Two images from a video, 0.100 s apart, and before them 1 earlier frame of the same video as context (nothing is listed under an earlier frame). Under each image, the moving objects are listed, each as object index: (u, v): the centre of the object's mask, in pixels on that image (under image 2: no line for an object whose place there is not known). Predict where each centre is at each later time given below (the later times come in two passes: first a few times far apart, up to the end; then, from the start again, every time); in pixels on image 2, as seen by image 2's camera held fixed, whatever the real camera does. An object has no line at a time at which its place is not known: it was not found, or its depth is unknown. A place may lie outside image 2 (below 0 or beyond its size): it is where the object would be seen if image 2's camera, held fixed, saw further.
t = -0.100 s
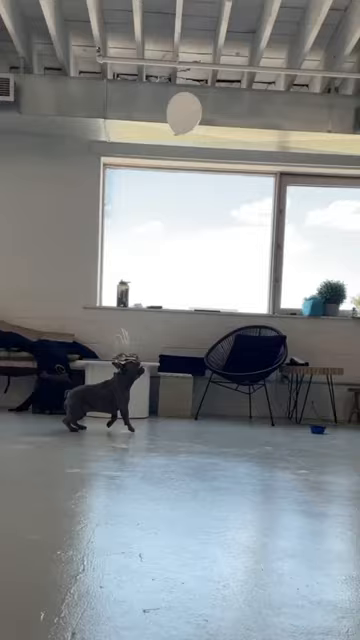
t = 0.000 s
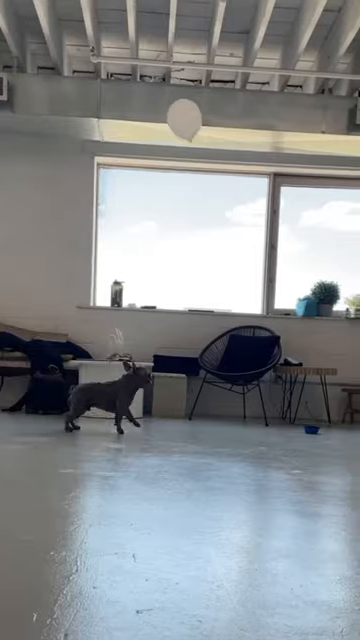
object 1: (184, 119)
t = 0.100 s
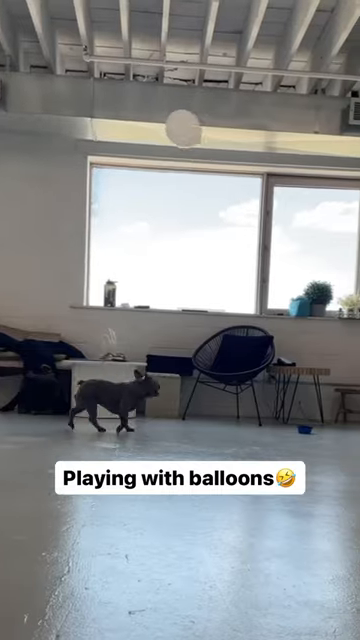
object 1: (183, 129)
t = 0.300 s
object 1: (191, 153)
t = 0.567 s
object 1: (198, 194)
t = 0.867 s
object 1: (210, 244)
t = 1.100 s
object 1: (222, 285)
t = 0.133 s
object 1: (185, 132)
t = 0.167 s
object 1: (186, 137)
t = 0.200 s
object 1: (187, 141)
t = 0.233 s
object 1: (189, 145)
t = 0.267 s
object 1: (190, 149)
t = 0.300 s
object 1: (191, 153)
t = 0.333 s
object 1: (192, 158)
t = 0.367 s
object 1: (193, 163)
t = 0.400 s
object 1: (194, 167)
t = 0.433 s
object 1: (195, 172)
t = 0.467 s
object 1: (196, 178)
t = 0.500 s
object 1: (196, 184)
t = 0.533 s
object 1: (197, 189)
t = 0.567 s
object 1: (198, 194)
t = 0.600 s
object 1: (199, 200)
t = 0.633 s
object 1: (200, 205)
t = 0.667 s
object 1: (201, 211)
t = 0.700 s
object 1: (202, 216)
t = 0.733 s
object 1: (204, 222)
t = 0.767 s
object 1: (205, 227)
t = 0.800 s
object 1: (207, 233)
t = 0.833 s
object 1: (208, 238)
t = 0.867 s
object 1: (210, 244)
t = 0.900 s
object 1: (212, 250)
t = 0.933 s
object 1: (214, 255)
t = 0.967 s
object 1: (216, 261)
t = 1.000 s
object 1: (217, 267)
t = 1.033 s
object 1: (219, 273)
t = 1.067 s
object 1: (221, 279)
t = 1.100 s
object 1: (222, 285)
